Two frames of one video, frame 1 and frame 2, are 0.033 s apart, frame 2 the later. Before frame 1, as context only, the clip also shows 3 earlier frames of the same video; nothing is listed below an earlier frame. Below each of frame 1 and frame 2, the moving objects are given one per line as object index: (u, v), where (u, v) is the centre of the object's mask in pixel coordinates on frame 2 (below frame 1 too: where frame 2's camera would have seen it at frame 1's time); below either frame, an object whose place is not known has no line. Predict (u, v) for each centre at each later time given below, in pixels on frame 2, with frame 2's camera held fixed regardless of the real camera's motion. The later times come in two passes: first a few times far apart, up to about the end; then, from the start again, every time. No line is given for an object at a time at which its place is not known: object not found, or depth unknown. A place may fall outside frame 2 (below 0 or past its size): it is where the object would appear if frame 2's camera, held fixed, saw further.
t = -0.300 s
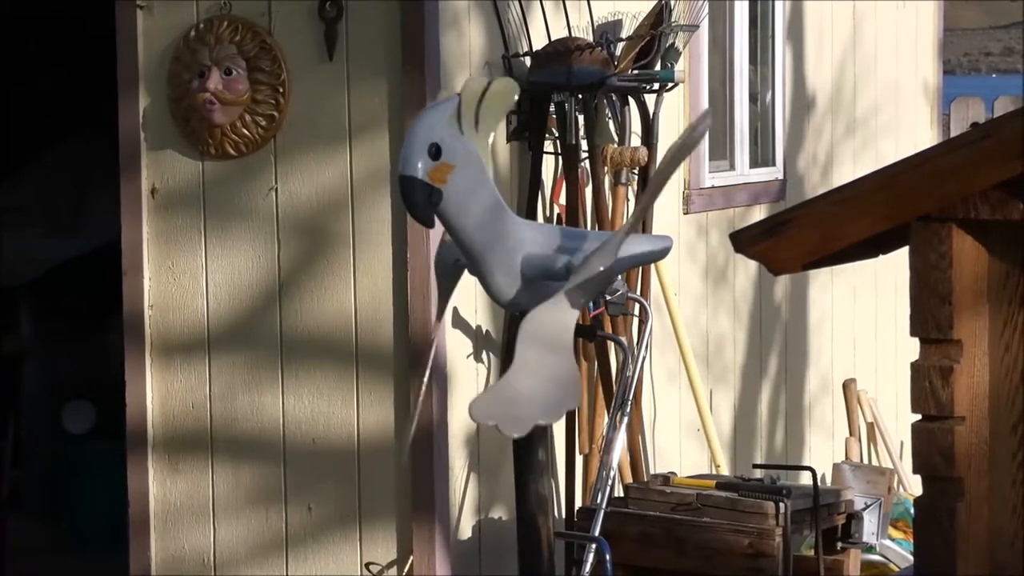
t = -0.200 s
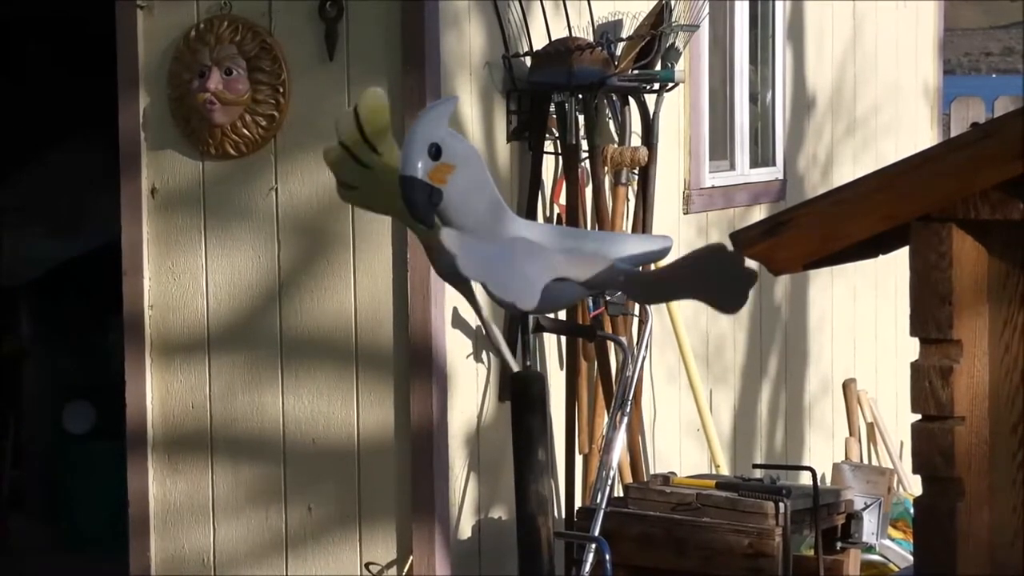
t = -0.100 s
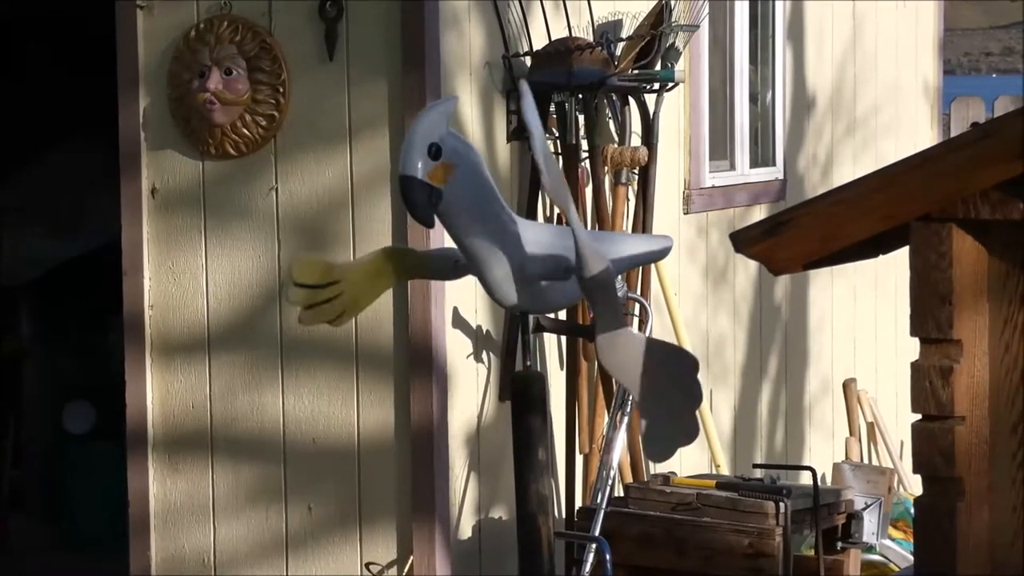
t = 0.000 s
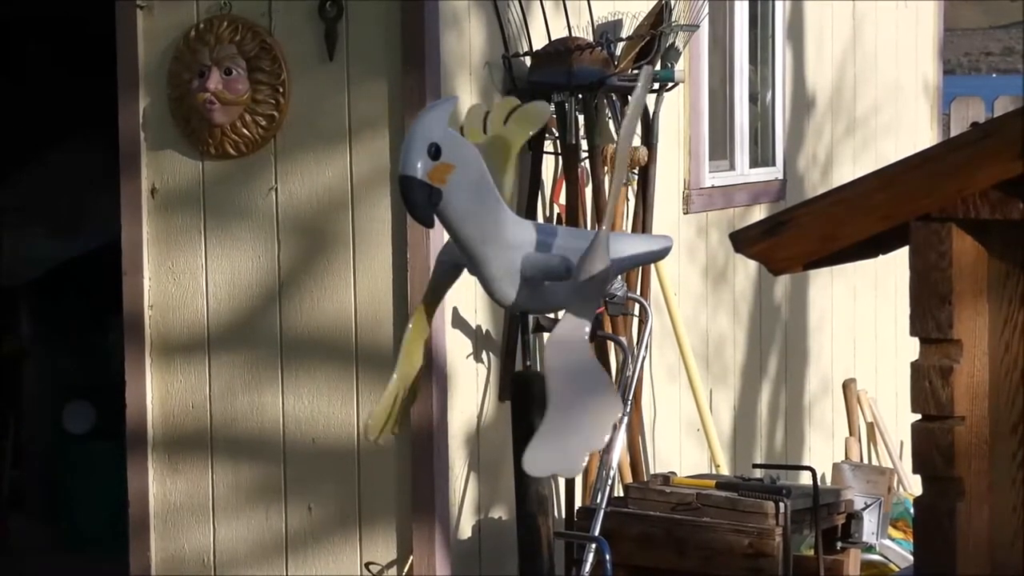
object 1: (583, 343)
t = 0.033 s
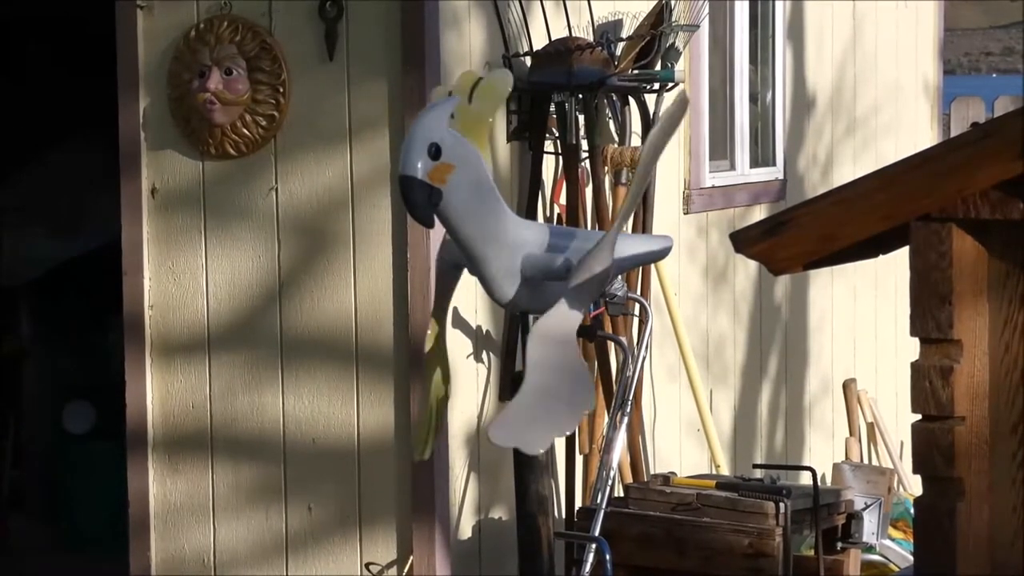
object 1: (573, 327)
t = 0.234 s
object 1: (630, 318)
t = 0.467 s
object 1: (581, 277)
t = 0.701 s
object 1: (577, 336)
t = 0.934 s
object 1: (625, 331)
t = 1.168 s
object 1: (595, 275)
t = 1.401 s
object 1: (573, 324)
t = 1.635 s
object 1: (620, 340)
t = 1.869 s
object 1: (605, 274)
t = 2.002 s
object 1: (609, 342)
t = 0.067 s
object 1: (571, 305)
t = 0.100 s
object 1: (581, 283)
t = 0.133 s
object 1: (591, 273)
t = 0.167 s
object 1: (616, 275)
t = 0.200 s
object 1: (631, 295)
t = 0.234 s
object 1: (630, 318)
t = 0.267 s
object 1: (622, 342)
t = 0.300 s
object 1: (606, 355)
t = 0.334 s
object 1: (588, 354)
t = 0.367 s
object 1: (573, 341)
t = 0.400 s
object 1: (566, 318)
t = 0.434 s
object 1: (574, 291)
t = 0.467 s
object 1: (581, 277)
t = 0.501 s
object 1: (609, 275)
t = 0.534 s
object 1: (662, 317)
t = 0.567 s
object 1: (625, 310)
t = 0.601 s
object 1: (619, 330)
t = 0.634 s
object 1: (606, 342)
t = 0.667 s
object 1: (591, 347)
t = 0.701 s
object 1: (577, 336)
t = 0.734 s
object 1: (572, 314)
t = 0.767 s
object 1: (574, 292)
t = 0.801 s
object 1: (585, 276)
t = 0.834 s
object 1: (598, 267)
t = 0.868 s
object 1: (646, 297)
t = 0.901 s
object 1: (630, 306)
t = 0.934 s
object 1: (625, 331)
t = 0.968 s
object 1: (612, 349)
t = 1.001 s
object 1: (594, 358)
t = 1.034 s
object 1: (577, 347)
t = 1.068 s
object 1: (568, 324)
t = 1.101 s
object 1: (569, 300)
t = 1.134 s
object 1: (578, 281)
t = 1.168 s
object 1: (595, 275)
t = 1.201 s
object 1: (628, 290)
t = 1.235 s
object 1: (626, 303)
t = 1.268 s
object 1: (623, 323)
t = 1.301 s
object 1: (611, 338)
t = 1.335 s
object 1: (597, 346)
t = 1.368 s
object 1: (582, 342)
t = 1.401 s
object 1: (573, 324)
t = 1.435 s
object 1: (570, 303)
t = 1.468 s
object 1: (582, 281)
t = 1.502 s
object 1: (593, 272)
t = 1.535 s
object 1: (619, 276)
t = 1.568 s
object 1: (628, 293)
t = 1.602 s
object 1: (629, 320)
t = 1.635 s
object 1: (620, 340)
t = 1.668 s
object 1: (604, 353)
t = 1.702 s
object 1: (586, 354)
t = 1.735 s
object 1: (572, 339)
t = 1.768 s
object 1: (567, 316)
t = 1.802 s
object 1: (576, 290)
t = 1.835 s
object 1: (581, 277)
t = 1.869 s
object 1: (605, 274)
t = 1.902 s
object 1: (626, 293)
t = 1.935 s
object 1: (627, 310)
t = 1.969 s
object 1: (621, 329)
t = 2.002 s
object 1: (609, 342)
